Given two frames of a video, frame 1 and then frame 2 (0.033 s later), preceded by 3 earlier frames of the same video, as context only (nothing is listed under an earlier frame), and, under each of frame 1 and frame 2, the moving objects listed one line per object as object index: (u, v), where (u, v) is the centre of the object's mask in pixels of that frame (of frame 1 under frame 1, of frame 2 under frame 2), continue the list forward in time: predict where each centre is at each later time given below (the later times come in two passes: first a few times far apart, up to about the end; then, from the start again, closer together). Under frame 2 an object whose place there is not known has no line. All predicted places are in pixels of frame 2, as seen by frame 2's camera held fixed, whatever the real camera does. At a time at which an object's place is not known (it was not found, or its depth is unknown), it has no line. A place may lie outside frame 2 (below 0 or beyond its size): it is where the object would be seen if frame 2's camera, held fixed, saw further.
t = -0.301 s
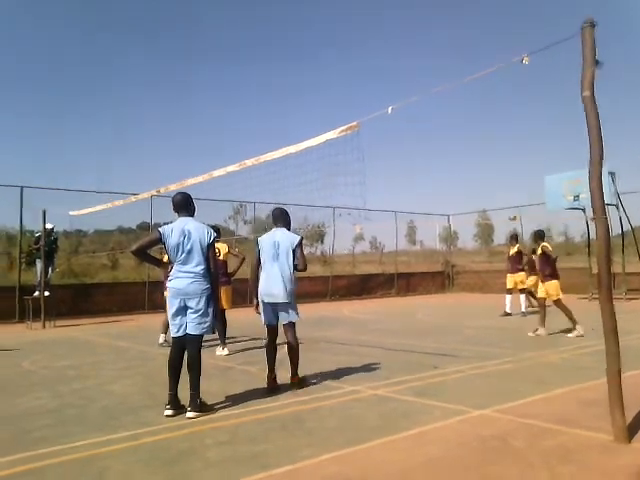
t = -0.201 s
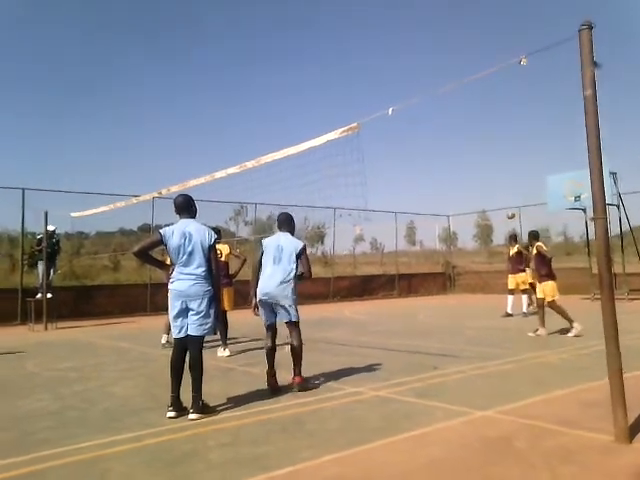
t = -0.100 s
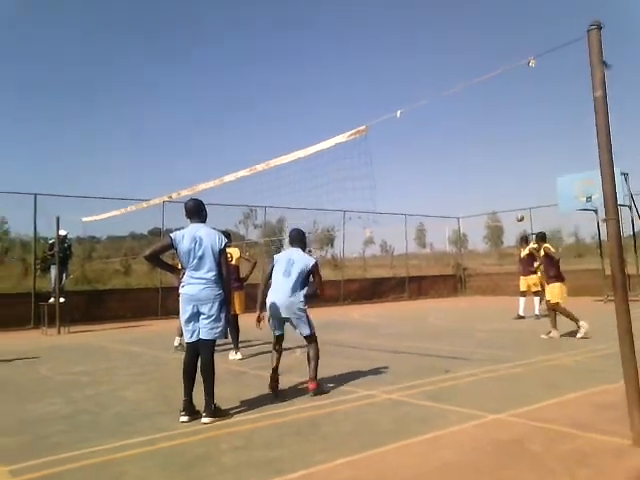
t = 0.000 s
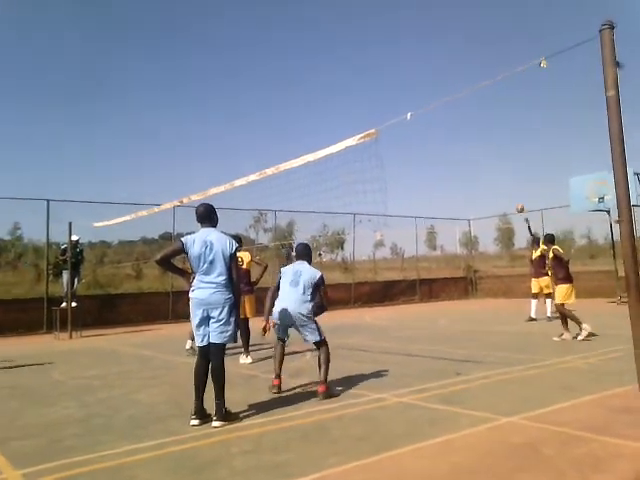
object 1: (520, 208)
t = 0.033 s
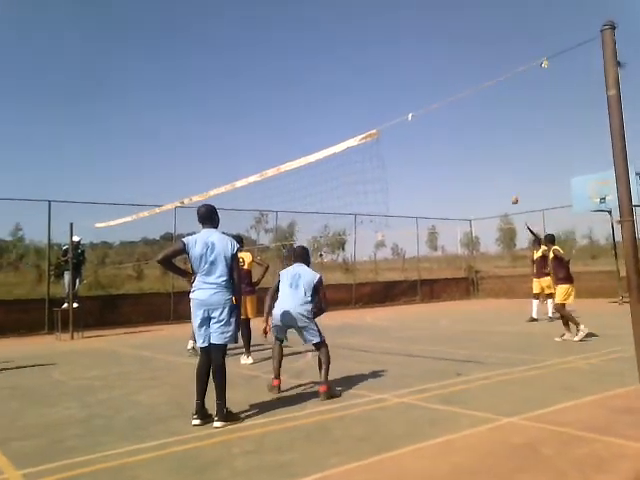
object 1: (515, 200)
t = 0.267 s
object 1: (457, 146)
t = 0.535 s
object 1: (377, 97)
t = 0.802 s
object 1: (279, 65)
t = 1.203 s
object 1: (77, 99)
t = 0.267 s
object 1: (457, 146)
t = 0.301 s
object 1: (447, 139)
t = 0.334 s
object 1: (438, 132)
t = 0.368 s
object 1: (428, 125)
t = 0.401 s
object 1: (418, 120)
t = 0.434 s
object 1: (408, 113)
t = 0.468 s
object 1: (398, 107)
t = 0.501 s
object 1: (388, 102)
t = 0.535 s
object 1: (377, 97)
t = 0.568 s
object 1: (365, 93)
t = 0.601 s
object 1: (353, 87)
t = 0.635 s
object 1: (341, 82)
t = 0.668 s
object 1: (330, 79)
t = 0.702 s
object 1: (318, 75)
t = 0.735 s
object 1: (306, 71)
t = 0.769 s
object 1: (293, 68)
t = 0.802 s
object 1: (279, 65)
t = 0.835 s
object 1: (267, 64)
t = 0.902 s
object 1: (240, 63)
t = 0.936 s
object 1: (224, 63)
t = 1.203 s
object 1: (77, 99)
